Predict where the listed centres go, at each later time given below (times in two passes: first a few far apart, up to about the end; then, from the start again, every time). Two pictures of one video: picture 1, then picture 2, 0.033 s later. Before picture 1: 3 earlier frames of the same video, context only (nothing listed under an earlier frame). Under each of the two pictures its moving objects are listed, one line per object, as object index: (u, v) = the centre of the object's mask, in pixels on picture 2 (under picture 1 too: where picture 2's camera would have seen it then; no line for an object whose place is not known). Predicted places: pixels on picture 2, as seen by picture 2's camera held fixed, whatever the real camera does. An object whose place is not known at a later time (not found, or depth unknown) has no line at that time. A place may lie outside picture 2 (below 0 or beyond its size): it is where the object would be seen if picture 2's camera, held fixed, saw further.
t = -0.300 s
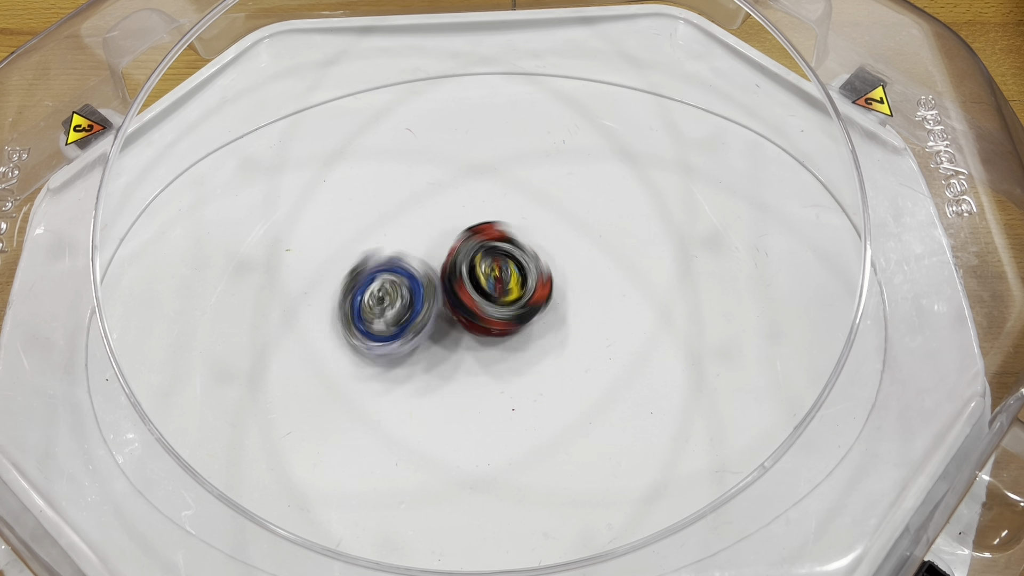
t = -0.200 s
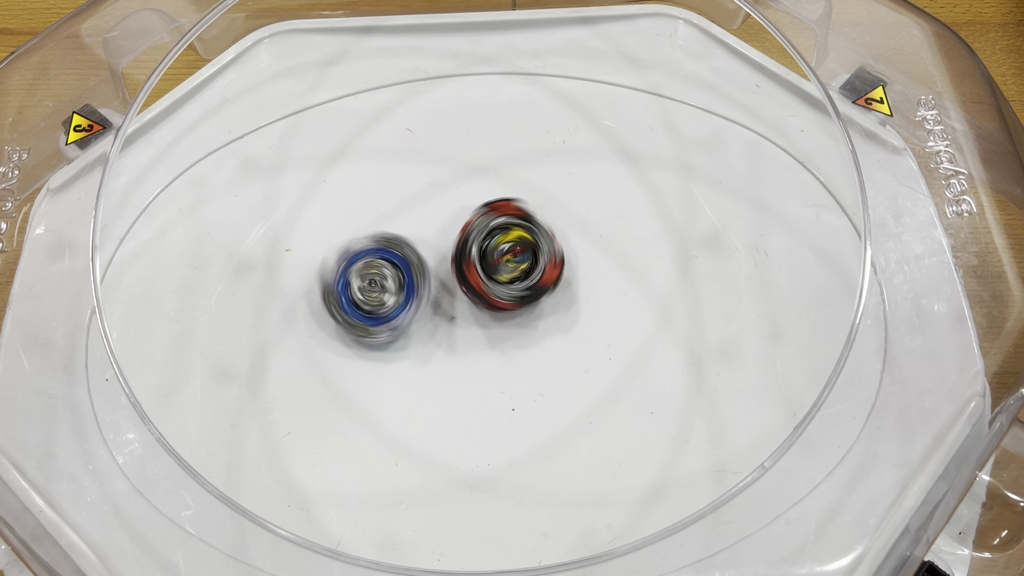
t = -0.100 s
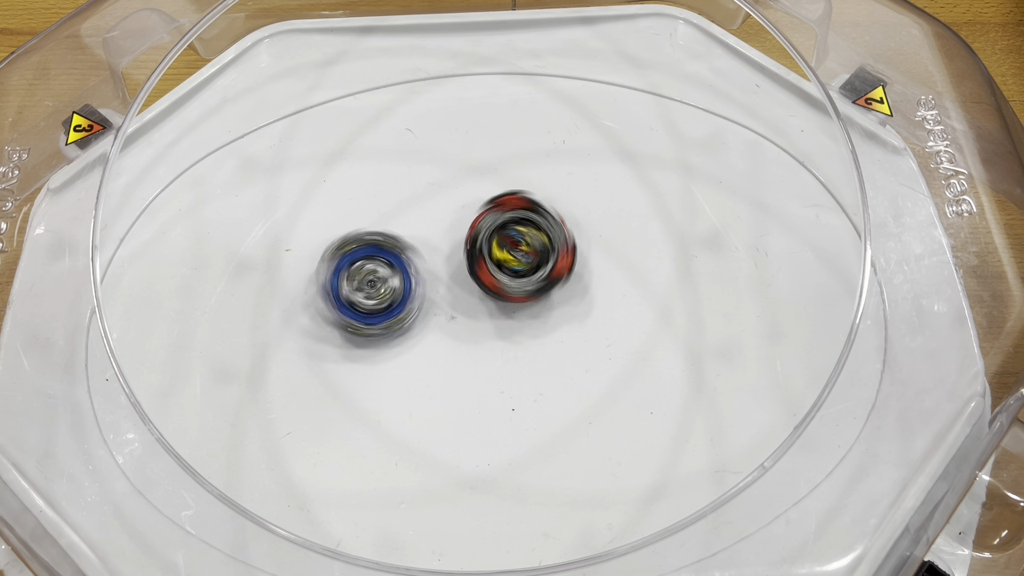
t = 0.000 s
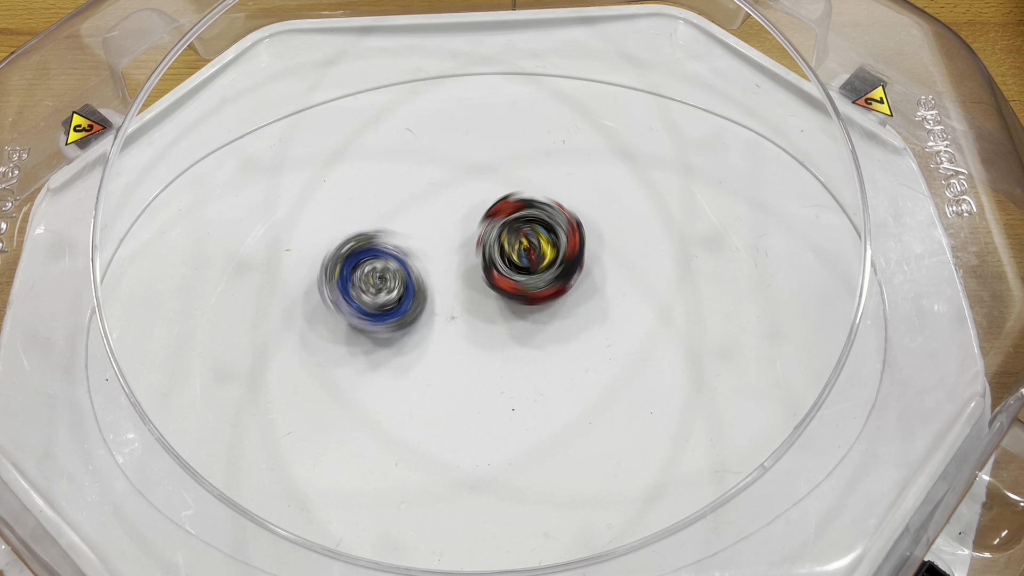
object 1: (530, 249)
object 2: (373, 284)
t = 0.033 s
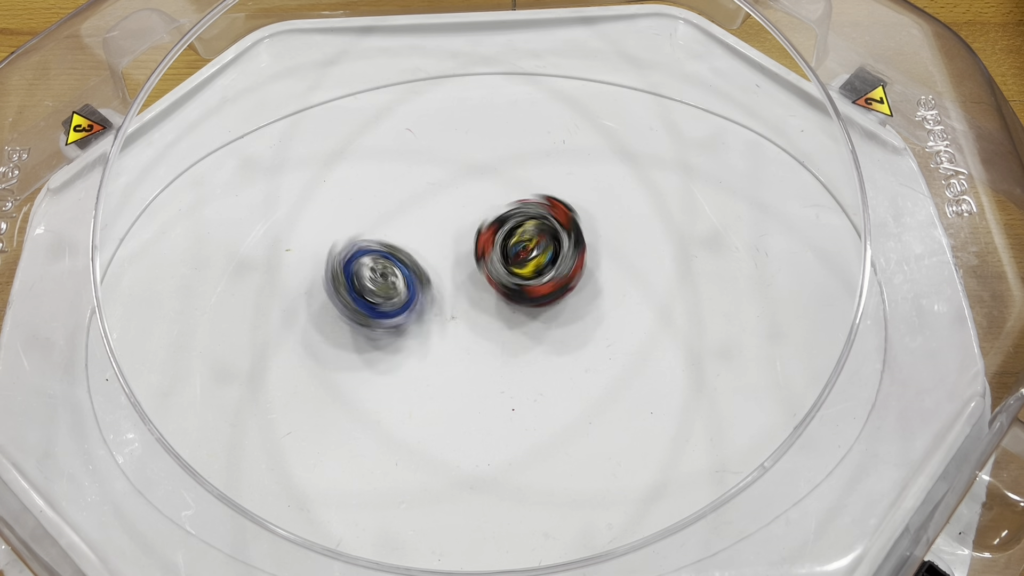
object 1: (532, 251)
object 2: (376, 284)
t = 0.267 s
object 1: (526, 294)
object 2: (404, 291)
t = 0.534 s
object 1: (551, 325)
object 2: (428, 274)
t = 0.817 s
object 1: (530, 309)
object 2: (423, 258)
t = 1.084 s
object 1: (533, 322)
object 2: (414, 267)
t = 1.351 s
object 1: (537, 325)
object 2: (432, 268)
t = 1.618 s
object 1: (548, 318)
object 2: (446, 274)
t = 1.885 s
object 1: (545, 314)
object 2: (448, 271)
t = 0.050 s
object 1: (533, 253)
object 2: (378, 284)
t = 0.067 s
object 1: (531, 257)
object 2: (379, 283)
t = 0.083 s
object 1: (529, 260)
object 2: (377, 284)
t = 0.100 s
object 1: (529, 263)
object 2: (379, 286)
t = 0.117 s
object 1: (529, 268)
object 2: (382, 288)
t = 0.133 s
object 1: (529, 271)
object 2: (386, 289)
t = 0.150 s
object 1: (530, 274)
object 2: (387, 287)
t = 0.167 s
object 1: (531, 277)
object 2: (386, 288)
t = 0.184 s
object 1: (529, 280)
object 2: (388, 289)
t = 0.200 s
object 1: (528, 283)
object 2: (393, 291)
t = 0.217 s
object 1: (526, 285)
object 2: (399, 290)
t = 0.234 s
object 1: (525, 288)
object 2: (406, 288)
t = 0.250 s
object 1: (523, 291)
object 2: (407, 289)
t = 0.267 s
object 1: (526, 294)
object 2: (404, 291)
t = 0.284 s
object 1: (529, 297)
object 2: (405, 293)
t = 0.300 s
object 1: (532, 301)
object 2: (405, 292)
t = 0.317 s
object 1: (534, 306)
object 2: (407, 290)
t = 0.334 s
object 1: (534, 311)
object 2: (410, 287)
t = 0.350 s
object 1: (533, 316)
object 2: (412, 286)
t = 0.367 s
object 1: (531, 320)
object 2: (413, 286)
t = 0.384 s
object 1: (532, 321)
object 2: (415, 287)
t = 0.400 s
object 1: (534, 321)
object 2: (416, 286)
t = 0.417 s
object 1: (536, 321)
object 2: (419, 286)
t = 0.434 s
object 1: (540, 322)
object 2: (422, 284)
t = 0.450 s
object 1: (543, 323)
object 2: (422, 282)
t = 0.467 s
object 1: (546, 323)
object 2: (421, 280)
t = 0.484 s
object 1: (550, 324)
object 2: (422, 279)
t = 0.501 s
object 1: (552, 325)
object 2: (423, 278)
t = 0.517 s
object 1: (553, 326)
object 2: (426, 276)
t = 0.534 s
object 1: (551, 325)
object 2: (428, 274)
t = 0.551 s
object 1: (548, 324)
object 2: (427, 272)
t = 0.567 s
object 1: (545, 323)
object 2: (426, 271)
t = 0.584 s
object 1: (544, 320)
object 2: (426, 272)
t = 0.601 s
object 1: (544, 317)
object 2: (428, 271)
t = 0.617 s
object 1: (545, 315)
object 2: (428, 269)
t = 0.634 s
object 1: (546, 314)
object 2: (431, 268)
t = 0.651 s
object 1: (546, 314)
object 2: (430, 265)
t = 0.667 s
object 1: (546, 314)
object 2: (427, 263)
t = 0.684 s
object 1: (543, 314)
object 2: (424, 265)
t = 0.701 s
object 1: (540, 314)
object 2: (423, 267)
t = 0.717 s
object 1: (533, 313)
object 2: (423, 265)
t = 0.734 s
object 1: (529, 312)
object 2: (424, 262)
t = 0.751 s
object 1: (526, 309)
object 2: (427, 259)
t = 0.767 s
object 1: (524, 307)
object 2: (428, 260)
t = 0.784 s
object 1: (523, 306)
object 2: (428, 259)
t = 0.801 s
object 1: (526, 307)
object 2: (425, 258)
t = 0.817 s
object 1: (530, 309)
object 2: (423, 258)
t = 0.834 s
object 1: (533, 313)
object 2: (422, 258)
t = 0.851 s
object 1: (535, 317)
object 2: (422, 256)
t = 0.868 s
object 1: (536, 320)
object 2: (420, 255)
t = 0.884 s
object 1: (535, 325)
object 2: (419, 256)
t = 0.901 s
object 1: (532, 327)
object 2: (417, 256)
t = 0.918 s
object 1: (529, 328)
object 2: (415, 256)
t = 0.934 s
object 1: (527, 328)
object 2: (415, 257)
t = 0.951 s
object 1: (526, 327)
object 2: (413, 257)
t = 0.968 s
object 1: (526, 325)
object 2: (413, 257)
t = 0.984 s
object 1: (527, 324)
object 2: (412, 257)
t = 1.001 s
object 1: (528, 323)
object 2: (409, 259)
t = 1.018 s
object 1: (529, 322)
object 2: (408, 260)
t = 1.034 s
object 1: (530, 322)
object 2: (409, 262)
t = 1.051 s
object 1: (532, 322)
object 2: (410, 264)
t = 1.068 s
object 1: (533, 322)
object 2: (412, 266)
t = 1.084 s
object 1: (533, 322)
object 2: (414, 267)
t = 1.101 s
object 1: (534, 322)
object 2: (417, 268)
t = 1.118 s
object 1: (534, 323)
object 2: (419, 268)
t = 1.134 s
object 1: (533, 324)
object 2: (420, 269)
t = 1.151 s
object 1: (532, 324)
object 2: (420, 271)
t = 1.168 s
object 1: (530, 325)
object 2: (423, 274)
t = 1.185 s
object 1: (527, 325)
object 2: (427, 275)
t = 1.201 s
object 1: (523, 324)
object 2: (432, 276)
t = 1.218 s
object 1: (519, 322)
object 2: (434, 275)
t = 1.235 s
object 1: (523, 322)
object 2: (434, 273)
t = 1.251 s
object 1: (526, 322)
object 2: (432, 270)
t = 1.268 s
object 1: (529, 322)
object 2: (432, 267)
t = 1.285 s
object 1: (532, 321)
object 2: (431, 266)
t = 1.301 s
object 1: (534, 322)
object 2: (430, 265)
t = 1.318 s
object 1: (534, 323)
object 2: (430, 265)
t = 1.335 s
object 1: (535, 324)
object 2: (431, 267)
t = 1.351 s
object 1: (537, 325)
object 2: (432, 268)
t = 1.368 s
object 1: (538, 324)
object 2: (434, 269)
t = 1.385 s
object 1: (539, 323)
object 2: (436, 269)
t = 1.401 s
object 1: (539, 322)
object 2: (439, 271)
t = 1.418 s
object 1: (540, 321)
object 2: (442, 272)
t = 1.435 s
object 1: (541, 319)
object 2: (444, 273)
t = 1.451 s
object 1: (542, 318)
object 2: (447, 273)
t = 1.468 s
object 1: (543, 317)
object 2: (449, 273)
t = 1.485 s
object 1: (543, 317)
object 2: (450, 274)
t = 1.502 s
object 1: (544, 317)
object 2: (451, 274)
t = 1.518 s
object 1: (544, 317)
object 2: (451, 274)
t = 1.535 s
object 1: (545, 317)
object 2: (451, 274)
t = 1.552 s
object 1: (546, 317)
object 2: (450, 274)
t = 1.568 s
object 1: (547, 317)
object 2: (449, 274)
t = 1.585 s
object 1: (547, 318)
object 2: (447, 274)
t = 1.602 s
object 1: (548, 318)
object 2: (447, 274)
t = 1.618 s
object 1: (548, 318)
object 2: (446, 274)
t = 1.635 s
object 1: (548, 318)
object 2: (446, 274)
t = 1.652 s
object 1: (548, 318)
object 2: (446, 274)
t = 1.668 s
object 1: (548, 318)
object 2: (446, 274)
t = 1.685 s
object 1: (548, 317)
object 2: (446, 274)
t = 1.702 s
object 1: (548, 316)
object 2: (446, 273)
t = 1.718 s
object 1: (548, 316)
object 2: (447, 273)
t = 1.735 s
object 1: (548, 315)
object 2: (448, 273)
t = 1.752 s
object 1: (548, 314)
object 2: (448, 272)
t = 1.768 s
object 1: (547, 313)
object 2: (449, 271)
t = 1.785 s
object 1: (547, 313)
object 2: (450, 271)
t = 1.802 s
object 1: (546, 312)
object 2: (451, 271)
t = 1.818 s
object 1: (546, 312)
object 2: (450, 271)
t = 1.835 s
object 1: (546, 312)
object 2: (449, 271)
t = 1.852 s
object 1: (545, 313)
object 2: (449, 271)
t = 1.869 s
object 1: (545, 314)
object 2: (448, 271)
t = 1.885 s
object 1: (545, 314)
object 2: (448, 271)
